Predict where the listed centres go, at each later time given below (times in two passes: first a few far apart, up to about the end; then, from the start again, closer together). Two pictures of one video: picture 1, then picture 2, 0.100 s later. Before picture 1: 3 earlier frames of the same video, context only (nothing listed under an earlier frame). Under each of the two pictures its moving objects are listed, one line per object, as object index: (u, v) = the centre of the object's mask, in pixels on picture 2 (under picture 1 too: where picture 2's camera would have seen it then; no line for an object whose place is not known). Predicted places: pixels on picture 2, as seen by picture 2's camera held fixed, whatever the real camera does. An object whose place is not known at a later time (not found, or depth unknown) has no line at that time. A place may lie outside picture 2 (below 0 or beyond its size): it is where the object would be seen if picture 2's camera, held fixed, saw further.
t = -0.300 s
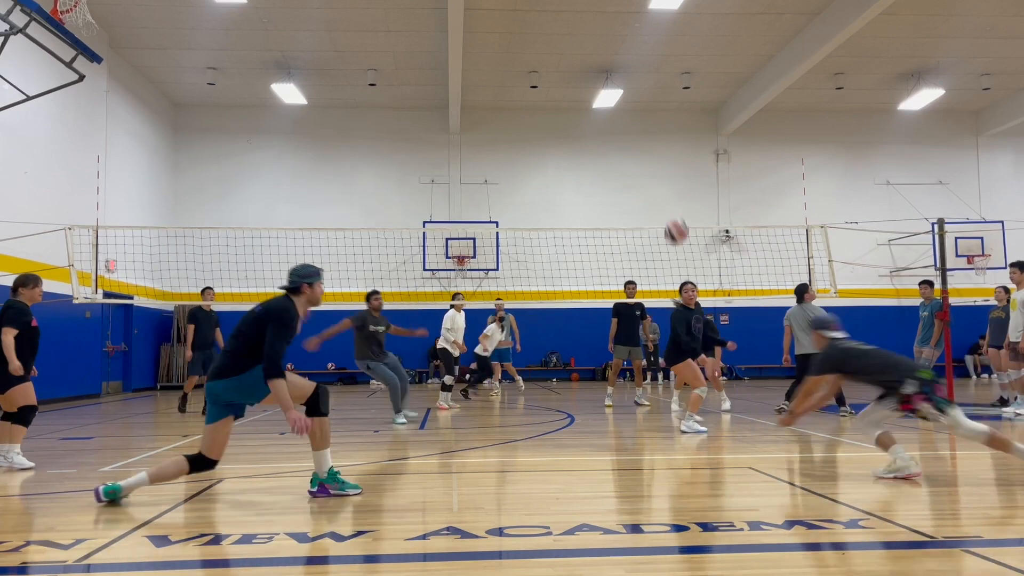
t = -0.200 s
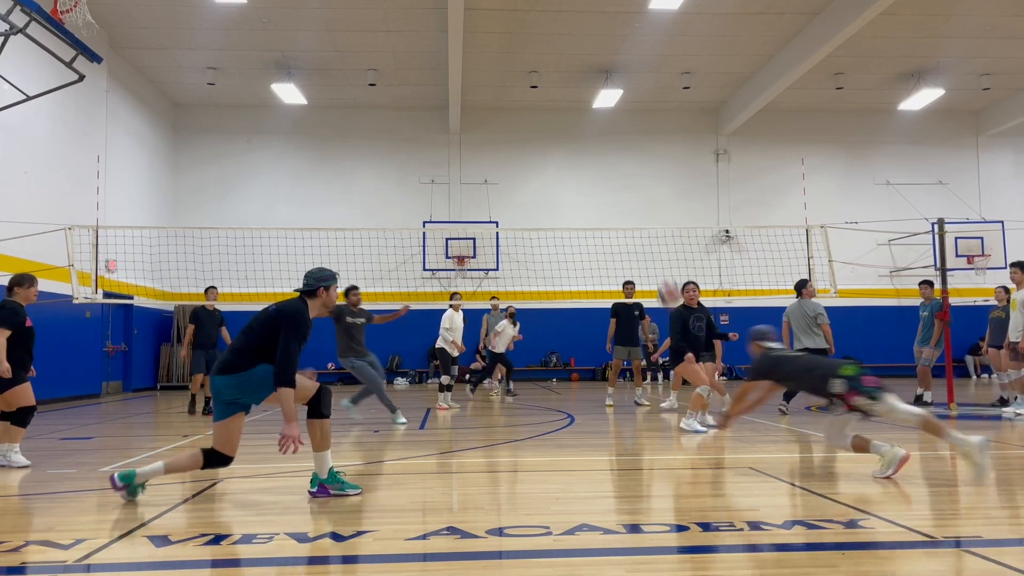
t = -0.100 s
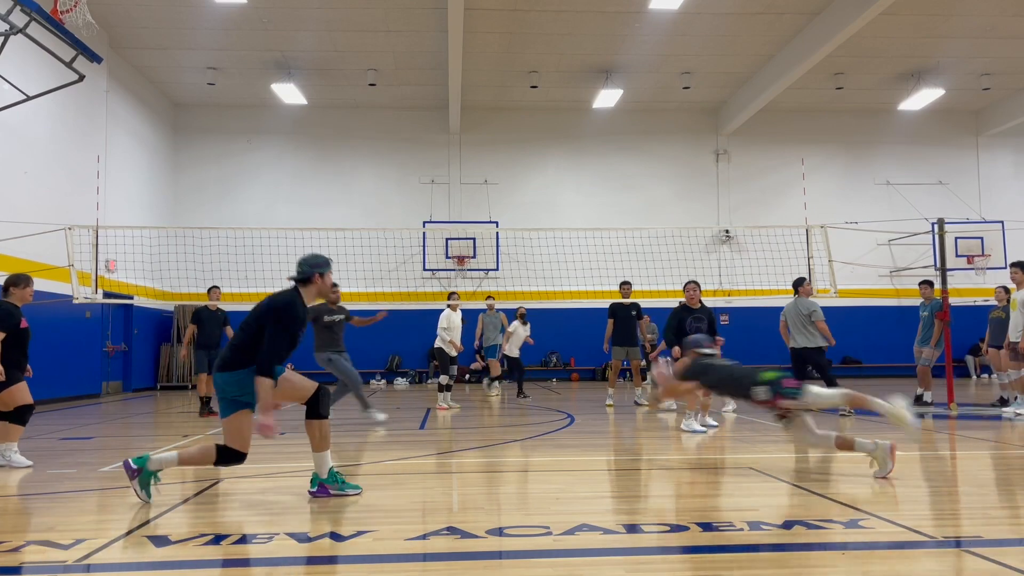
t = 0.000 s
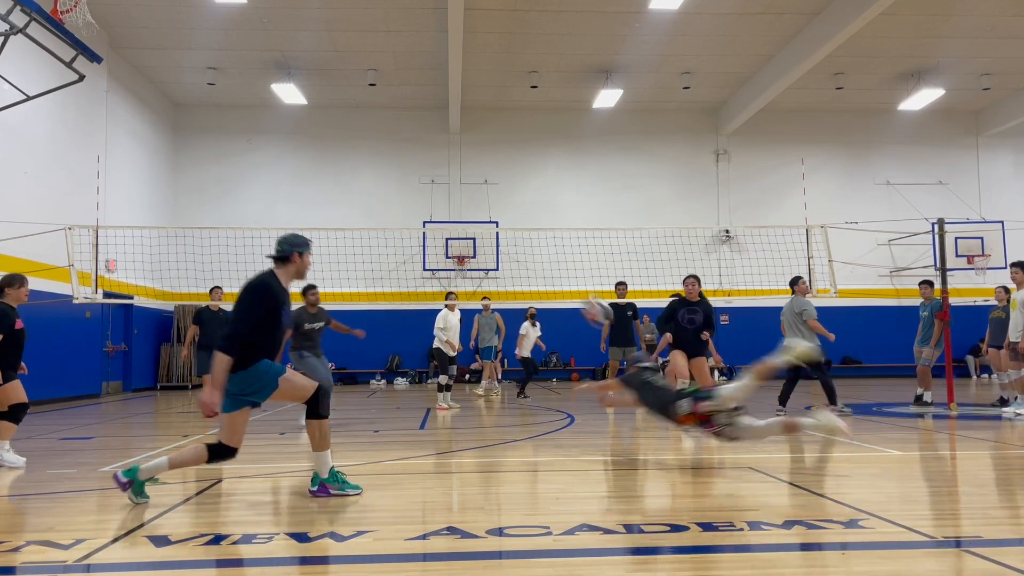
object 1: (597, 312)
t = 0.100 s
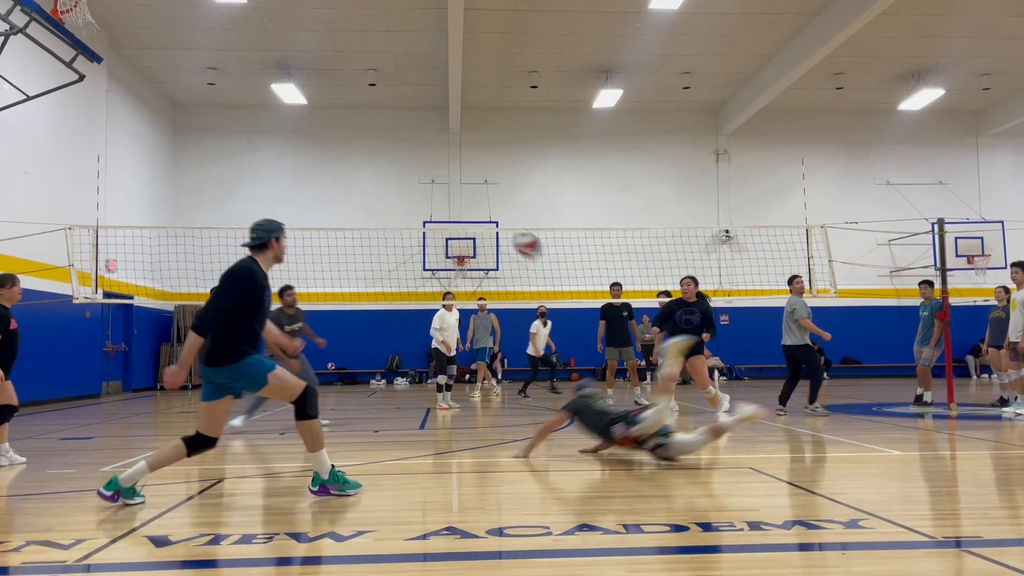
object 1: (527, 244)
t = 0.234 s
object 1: (440, 177)
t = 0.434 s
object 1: (316, 115)
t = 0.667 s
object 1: (174, 100)
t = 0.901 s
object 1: (32, 150)
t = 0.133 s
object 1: (506, 226)
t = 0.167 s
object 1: (484, 208)
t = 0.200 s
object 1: (462, 192)
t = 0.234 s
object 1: (440, 177)
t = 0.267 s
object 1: (420, 163)
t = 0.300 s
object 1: (399, 150)
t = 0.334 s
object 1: (378, 140)
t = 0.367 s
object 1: (357, 131)
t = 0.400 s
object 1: (336, 122)
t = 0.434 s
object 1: (316, 115)
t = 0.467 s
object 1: (296, 111)
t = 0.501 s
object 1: (273, 105)
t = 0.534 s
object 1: (253, 101)
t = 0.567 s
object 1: (232, 99)
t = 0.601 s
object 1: (214, 98)
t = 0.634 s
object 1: (194, 99)
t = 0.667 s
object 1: (174, 100)
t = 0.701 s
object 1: (152, 104)
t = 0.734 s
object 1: (132, 108)
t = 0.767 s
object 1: (112, 114)
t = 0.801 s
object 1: (91, 122)
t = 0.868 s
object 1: (52, 139)
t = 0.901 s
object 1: (32, 150)
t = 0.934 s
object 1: (13, 163)
